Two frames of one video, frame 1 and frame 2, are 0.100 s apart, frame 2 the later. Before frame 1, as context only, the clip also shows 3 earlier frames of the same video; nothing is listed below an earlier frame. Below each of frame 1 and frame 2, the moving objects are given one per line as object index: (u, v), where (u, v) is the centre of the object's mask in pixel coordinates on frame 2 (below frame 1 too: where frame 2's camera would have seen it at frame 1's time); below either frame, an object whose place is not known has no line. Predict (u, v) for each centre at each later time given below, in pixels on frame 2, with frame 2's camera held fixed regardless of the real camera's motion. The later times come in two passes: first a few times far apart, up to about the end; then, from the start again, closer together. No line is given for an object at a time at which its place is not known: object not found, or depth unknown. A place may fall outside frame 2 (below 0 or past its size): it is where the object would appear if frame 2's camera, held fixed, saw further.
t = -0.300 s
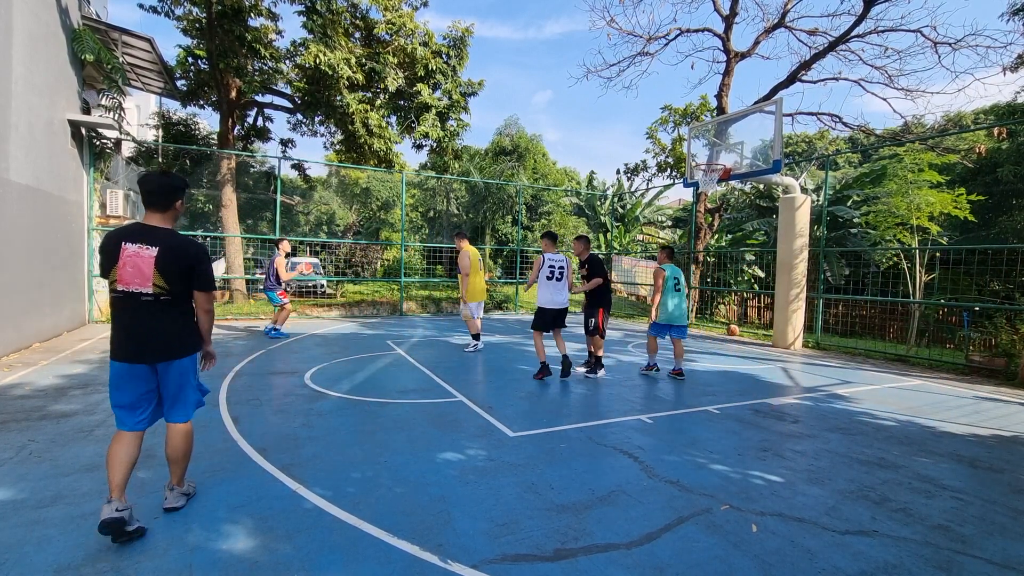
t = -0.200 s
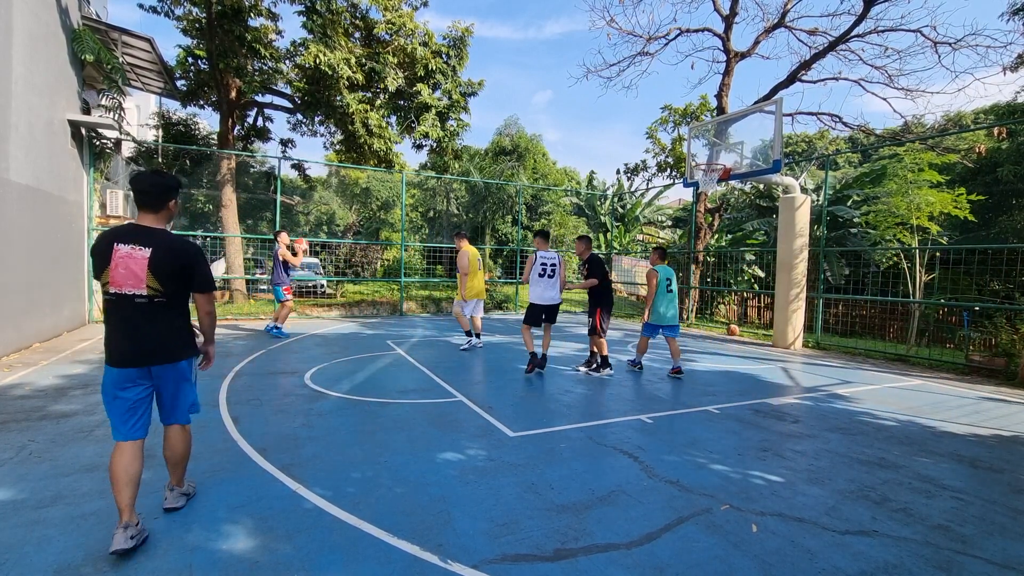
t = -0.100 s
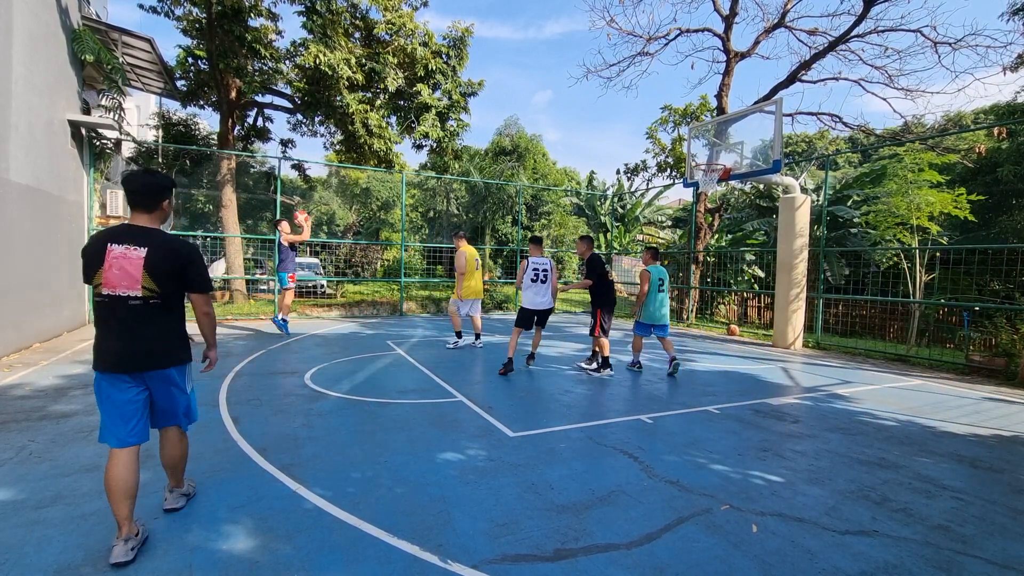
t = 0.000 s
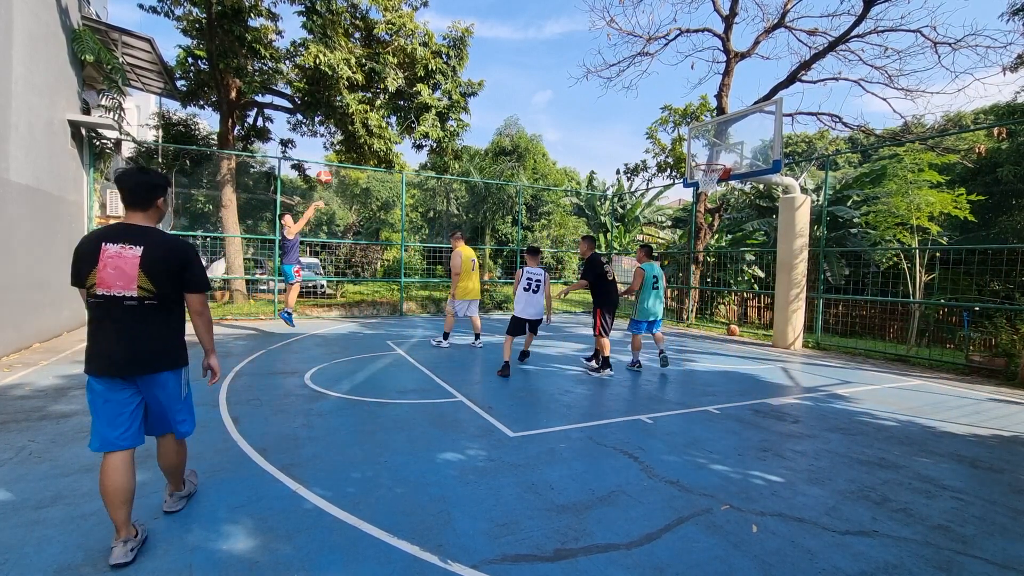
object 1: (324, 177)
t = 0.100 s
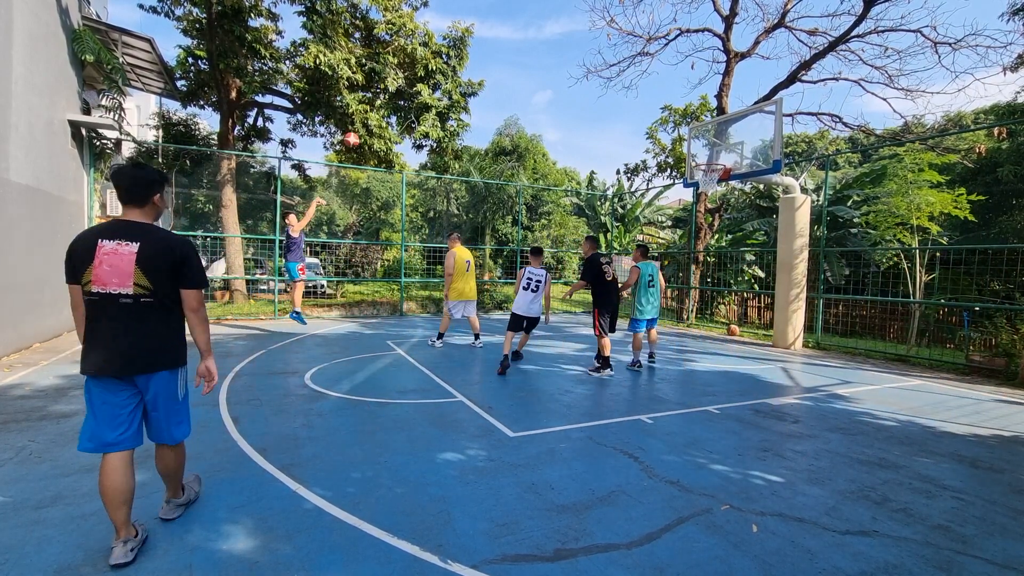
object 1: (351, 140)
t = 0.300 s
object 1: (408, 81)
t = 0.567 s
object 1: (483, 37)
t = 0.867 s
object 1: (571, 40)
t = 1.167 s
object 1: (657, 101)
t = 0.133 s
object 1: (360, 129)
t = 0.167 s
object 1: (370, 118)
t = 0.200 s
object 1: (379, 107)
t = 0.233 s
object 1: (388, 98)
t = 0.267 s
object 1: (398, 89)
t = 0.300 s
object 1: (408, 81)
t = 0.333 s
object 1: (417, 73)
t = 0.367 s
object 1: (426, 66)
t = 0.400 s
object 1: (436, 59)
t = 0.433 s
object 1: (445, 53)
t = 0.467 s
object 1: (455, 48)
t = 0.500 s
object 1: (465, 44)
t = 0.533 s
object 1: (474, 40)
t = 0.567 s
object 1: (483, 37)
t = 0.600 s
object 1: (493, 35)
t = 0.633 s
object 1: (503, 33)
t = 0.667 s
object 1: (512, 32)
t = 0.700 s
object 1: (522, 31)
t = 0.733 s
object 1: (532, 32)
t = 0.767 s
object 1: (542, 33)
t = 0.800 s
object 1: (551, 34)
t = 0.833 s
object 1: (561, 36)
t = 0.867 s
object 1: (571, 40)
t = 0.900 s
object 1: (581, 43)
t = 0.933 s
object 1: (590, 48)
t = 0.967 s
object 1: (600, 53)
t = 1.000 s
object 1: (610, 59)
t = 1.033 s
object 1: (619, 66)
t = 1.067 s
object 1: (629, 74)
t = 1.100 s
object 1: (638, 82)
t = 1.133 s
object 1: (648, 91)
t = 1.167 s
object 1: (657, 101)
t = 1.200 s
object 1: (667, 111)
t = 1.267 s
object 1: (685, 133)
